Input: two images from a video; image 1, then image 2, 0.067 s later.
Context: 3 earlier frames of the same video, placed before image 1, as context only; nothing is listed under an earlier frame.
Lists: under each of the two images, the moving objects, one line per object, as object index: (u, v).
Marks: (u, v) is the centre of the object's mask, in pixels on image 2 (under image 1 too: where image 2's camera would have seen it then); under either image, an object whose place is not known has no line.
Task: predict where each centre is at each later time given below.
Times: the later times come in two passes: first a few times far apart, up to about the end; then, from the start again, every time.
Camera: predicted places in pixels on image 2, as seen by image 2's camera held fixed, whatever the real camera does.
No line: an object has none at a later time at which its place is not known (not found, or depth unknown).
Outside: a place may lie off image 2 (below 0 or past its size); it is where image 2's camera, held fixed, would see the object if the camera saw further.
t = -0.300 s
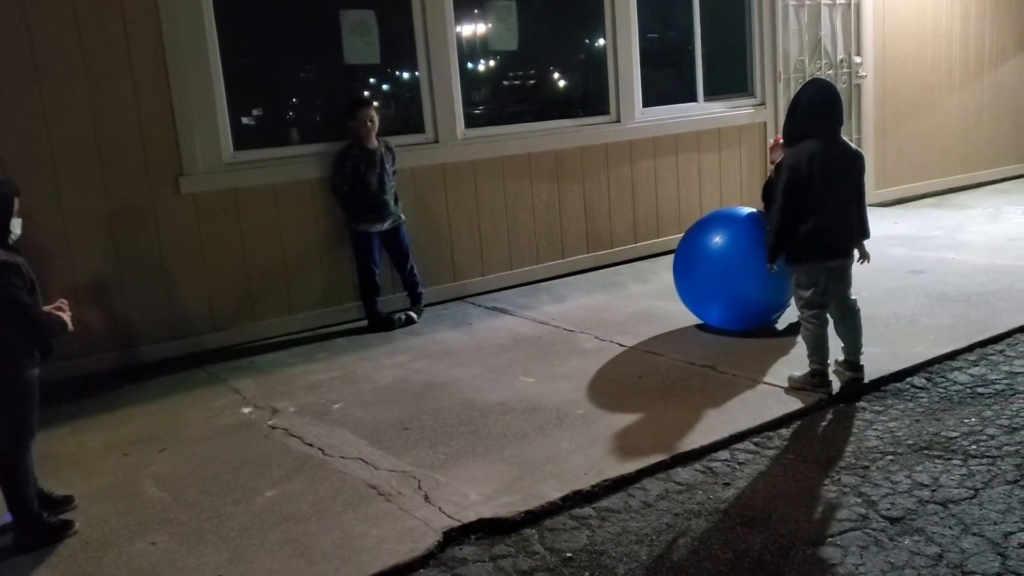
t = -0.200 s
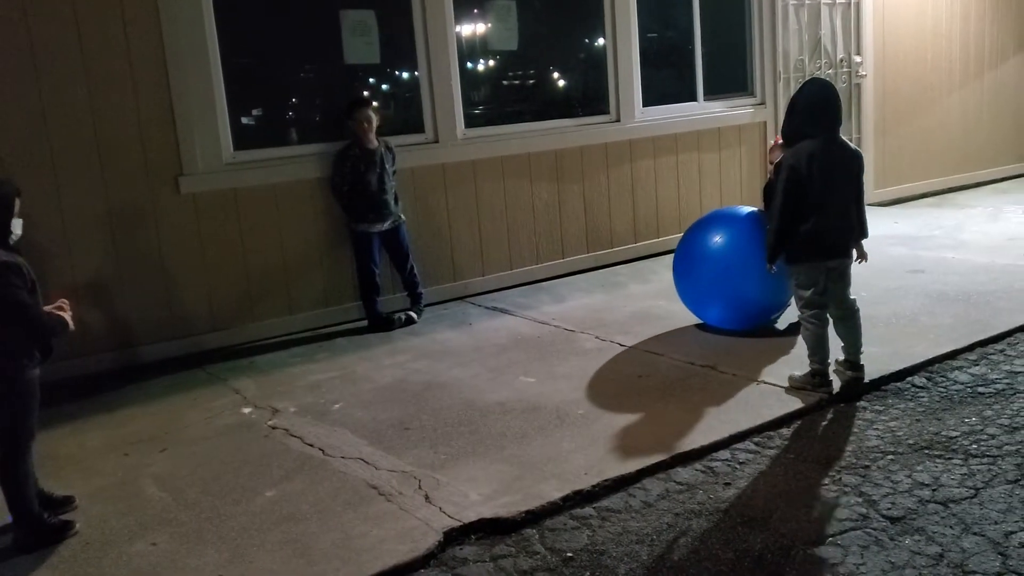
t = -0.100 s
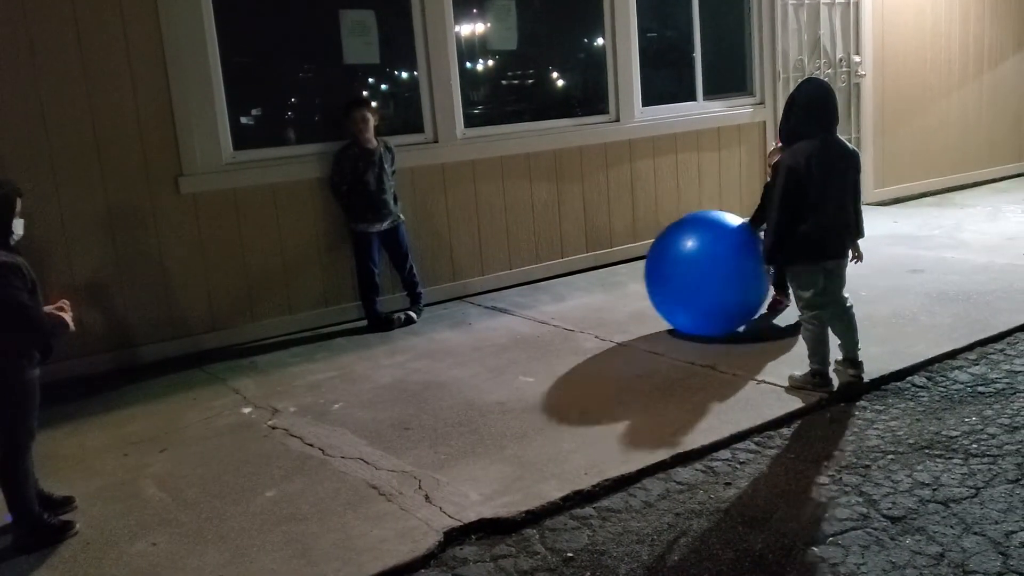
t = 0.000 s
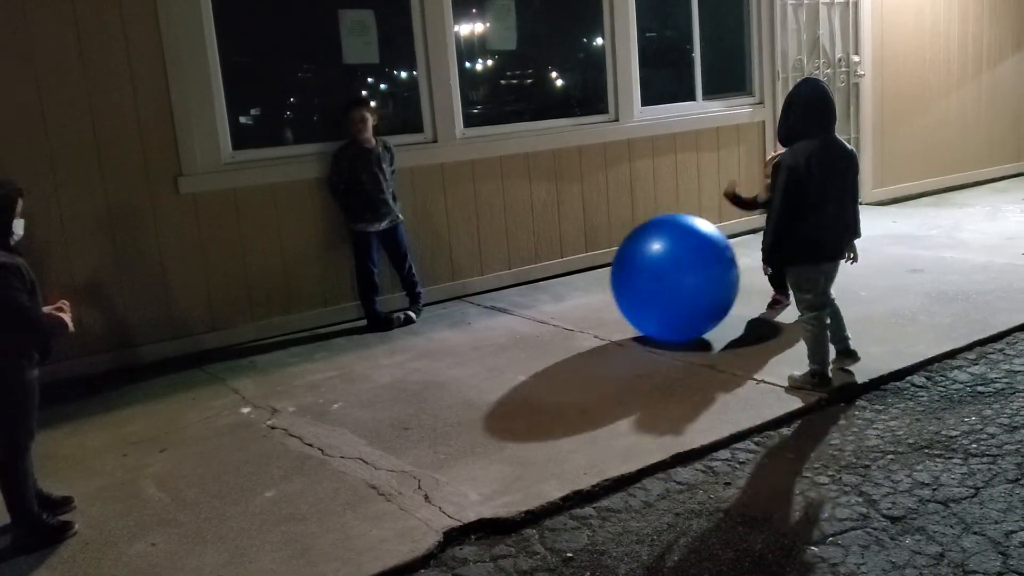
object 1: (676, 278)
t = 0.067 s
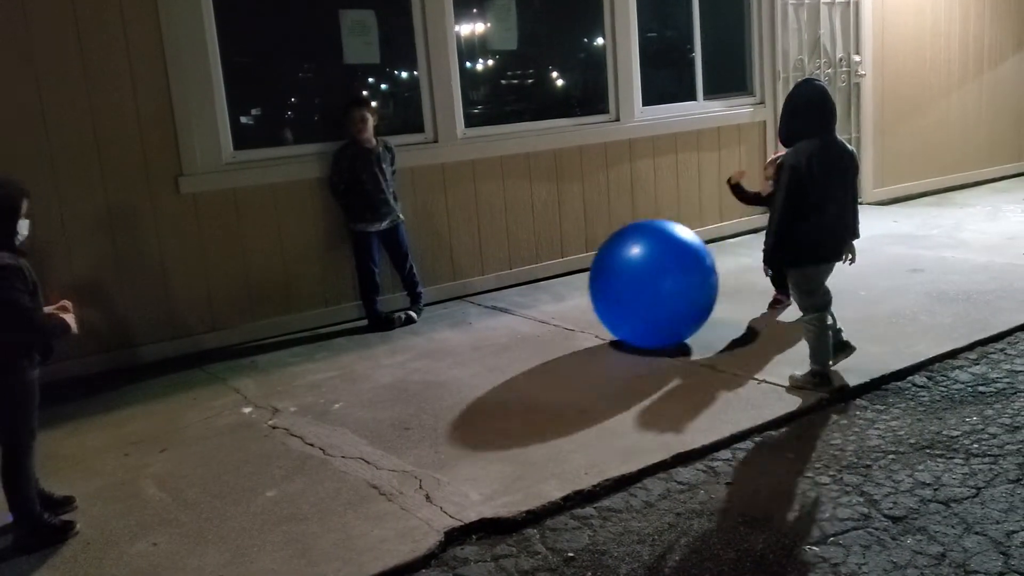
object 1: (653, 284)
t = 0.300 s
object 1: (570, 301)
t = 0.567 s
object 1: (466, 322)
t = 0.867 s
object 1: (347, 354)
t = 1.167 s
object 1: (212, 388)
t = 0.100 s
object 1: (642, 286)
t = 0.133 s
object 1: (630, 287)
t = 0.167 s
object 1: (619, 288)
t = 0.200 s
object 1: (607, 291)
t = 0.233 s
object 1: (594, 295)
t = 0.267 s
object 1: (582, 299)
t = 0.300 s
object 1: (570, 301)
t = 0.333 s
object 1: (557, 303)
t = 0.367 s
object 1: (544, 305)
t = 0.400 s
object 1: (531, 308)
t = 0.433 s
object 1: (518, 313)
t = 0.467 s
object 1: (505, 316)
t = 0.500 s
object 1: (492, 318)
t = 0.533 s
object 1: (479, 320)
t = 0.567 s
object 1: (466, 322)
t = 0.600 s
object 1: (453, 326)
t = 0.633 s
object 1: (440, 331)
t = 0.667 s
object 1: (426, 335)
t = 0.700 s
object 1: (413, 338)
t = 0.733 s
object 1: (402, 340)
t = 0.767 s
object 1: (388, 343)
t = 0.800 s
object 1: (374, 346)
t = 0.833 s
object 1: (361, 349)
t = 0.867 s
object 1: (347, 354)
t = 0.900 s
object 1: (333, 358)
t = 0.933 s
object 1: (318, 361)
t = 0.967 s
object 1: (305, 363)
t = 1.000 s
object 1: (291, 365)
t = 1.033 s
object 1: (275, 369)
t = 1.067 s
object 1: (260, 375)
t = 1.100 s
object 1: (244, 381)
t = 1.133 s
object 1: (230, 385)
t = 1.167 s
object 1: (212, 388)
